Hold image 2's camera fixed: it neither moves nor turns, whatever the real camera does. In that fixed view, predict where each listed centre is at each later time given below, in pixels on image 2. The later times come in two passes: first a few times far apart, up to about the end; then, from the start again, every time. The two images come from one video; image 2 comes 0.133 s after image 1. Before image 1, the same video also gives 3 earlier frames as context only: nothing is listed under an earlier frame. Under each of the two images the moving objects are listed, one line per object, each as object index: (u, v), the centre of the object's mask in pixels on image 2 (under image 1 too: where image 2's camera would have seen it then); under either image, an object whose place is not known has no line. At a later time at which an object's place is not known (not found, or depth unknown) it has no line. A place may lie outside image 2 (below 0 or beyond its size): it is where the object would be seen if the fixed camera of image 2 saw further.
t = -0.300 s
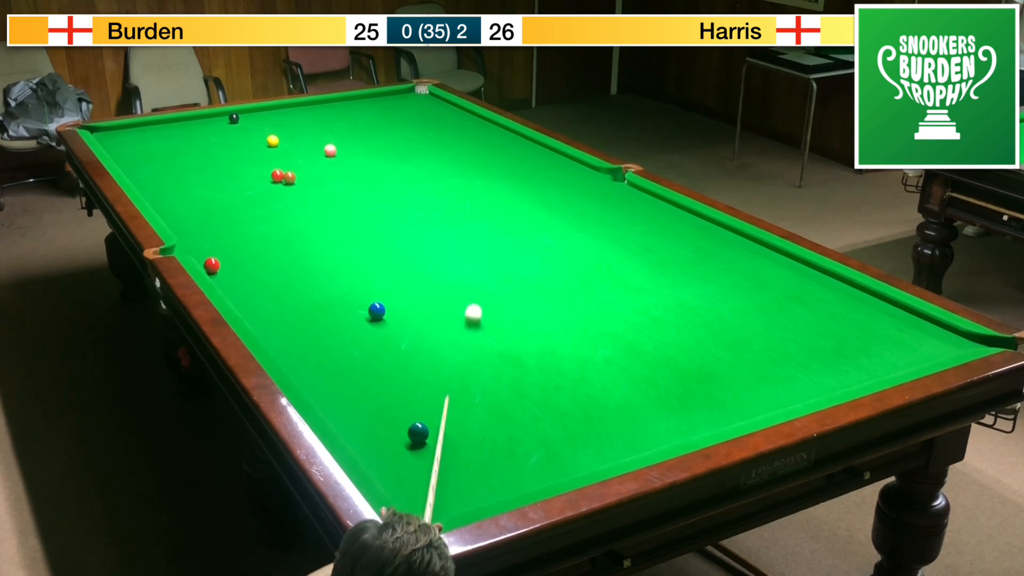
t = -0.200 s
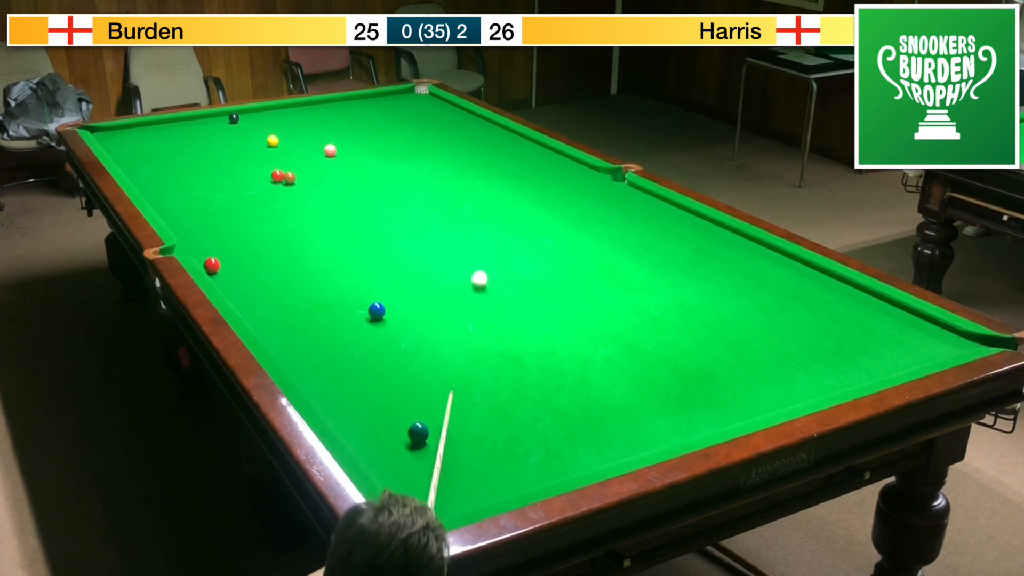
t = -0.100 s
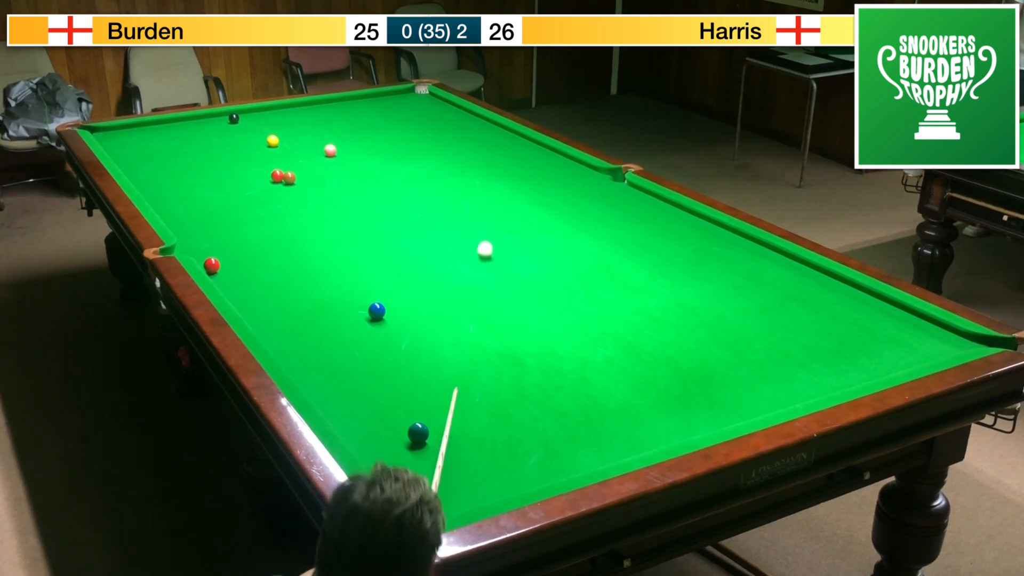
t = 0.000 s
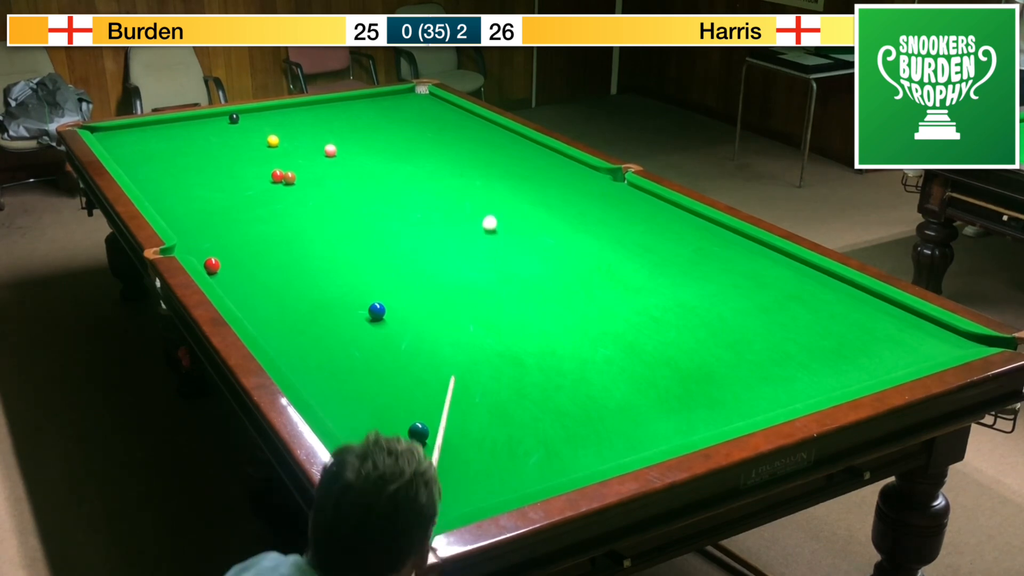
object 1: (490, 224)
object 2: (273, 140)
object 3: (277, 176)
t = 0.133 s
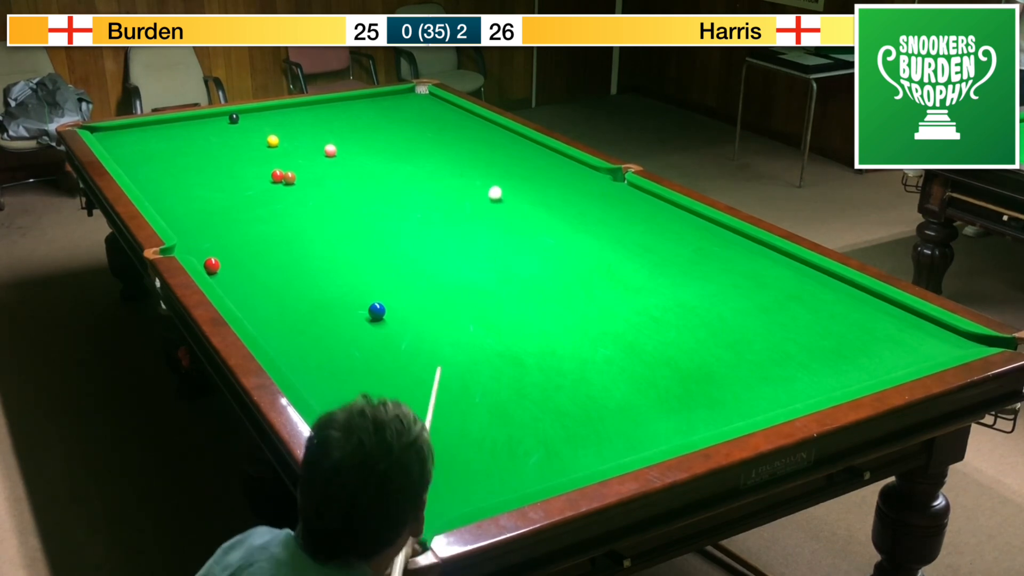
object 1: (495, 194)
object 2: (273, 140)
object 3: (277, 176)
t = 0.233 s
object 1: (499, 174)
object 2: (273, 140)
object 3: (277, 176)
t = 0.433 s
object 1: (504, 140)
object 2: (273, 140)
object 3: (277, 176)
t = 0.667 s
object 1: (451, 120)
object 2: (273, 140)
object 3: (277, 176)
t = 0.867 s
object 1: (392, 109)
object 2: (273, 140)
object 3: (277, 176)
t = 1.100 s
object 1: (335, 100)
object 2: (273, 140)
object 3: (277, 176)
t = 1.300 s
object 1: (318, 116)
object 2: (273, 140)
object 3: (277, 176)
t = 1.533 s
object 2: (273, 140)
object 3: (277, 176)
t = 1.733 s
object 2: (263, 141)
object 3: (277, 176)
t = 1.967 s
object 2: (245, 142)
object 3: (277, 176)
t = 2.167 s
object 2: (231, 143)
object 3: (271, 186)
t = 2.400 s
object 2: (216, 145)
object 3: (262, 200)
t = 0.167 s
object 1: (496, 187)
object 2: (273, 140)
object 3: (277, 176)
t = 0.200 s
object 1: (498, 180)
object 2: (273, 140)
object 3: (277, 176)
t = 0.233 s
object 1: (499, 174)
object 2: (273, 140)
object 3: (277, 176)
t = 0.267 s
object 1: (500, 168)
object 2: (273, 140)
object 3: (277, 176)
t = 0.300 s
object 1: (501, 162)
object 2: (273, 140)
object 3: (277, 176)
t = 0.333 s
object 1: (502, 156)
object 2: (273, 140)
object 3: (277, 176)
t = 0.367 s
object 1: (503, 151)
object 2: (273, 140)
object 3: (277, 176)
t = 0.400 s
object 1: (503, 145)
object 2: (273, 140)
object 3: (277, 176)
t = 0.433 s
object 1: (504, 140)
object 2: (273, 140)
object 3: (277, 176)
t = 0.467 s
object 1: (505, 135)
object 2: (273, 140)
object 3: (277, 176)
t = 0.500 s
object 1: (506, 130)
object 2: (273, 140)
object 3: (277, 176)
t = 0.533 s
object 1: (498, 127)
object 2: (273, 140)
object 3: (277, 176)
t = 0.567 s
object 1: (485, 125)
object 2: (273, 140)
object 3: (277, 176)
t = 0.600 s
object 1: (473, 124)
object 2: (273, 140)
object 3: (277, 176)
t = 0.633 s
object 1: (461, 122)
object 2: (273, 140)
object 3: (277, 176)
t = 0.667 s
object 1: (451, 120)
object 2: (273, 140)
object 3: (277, 176)
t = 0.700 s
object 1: (440, 118)
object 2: (273, 140)
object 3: (277, 176)
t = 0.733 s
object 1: (430, 116)
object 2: (273, 140)
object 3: (277, 176)
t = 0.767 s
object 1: (421, 115)
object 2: (273, 140)
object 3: (277, 176)
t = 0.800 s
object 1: (411, 113)
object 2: (273, 140)
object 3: (277, 176)
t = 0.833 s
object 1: (402, 111)
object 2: (273, 140)
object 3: (277, 176)
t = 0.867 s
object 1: (392, 109)
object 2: (273, 140)
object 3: (277, 176)
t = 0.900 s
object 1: (383, 108)
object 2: (273, 140)
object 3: (277, 176)
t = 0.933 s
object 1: (374, 106)
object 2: (273, 140)
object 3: (277, 176)
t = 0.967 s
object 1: (365, 104)
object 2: (273, 140)
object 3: (277, 176)
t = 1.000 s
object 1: (357, 102)
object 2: (273, 140)
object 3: (277, 176)
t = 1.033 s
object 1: (348, 101)
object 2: (273, 140)
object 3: (277, 176)
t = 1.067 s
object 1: (339, 99)
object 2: (273, 140)
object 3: (277, 176)
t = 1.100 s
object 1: (335, 100)
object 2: (273, 140)
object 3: (277, 176)
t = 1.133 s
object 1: (333, 103)
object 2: (273, 140)
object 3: (277, 176)
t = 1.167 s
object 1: (330, 106)
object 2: (273, 140)
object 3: (277, 176)
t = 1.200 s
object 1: (327, 108)
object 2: (273, 140)
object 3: (277, 176)
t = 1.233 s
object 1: (324, 111)
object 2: (273, 140)
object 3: (277, 176)
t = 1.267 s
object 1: (321, 113)
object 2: (273, 140)
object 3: (277, 176)
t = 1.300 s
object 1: (318, 116)
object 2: (273, 140)
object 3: (277, 176)
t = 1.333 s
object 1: (315, 118)
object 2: (273, 140)
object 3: (277, 176)
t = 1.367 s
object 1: (312, 120)
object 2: (273, 140)
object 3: (277, 176)
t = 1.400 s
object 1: (308, 123)
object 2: (273, 140)
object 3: (277, 176)
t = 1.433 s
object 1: (305, 125)
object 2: (273, 140)
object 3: (277, 176)
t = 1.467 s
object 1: (301, 128)
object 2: (273, 140)
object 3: (277, 176)
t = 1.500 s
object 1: (298, 130)
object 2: (273, 140)
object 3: (277, 176)
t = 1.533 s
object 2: (273, 140)
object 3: (277, 176)
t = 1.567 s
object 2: (273, 140)
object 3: (277, 176)
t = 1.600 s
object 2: (273, 140)
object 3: (277, 176)
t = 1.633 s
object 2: (272, 141)
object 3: (277, 176)
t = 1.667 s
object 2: (268, 141)
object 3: (277, 176)
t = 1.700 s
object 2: (265, 141)
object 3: (277, 176)
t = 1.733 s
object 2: (263, 141)
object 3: (277, 176)
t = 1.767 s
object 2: (260, 141)
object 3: (277, 176)
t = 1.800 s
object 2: (257, 142)
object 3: (277, 176)
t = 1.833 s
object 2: (255, 142)
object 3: (277, 176)
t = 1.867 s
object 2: (253, 142)
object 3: (277, 176)
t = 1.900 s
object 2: (250, 142)
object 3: (277, 176)
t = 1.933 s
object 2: (248, 142)
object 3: (277, 176)
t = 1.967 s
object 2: (245, 142)
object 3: (277, 176)
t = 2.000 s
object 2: (243, 143)
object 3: (277, 176)
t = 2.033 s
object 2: (241, 143)
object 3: (277, 177)
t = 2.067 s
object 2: (238, 143)
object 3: (275, 179)
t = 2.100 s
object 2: (236, 143)
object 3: (274, 182)
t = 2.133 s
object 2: (233, 143)
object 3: (273, 184)
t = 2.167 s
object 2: (231, 143)
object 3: (271, 186)
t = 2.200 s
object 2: (229, 144)
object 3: (270, 189)
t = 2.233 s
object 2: (227, 144)
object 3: (269, 190)
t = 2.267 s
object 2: (225, 144)
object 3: (267, 192)
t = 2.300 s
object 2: (223, 144)
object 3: (266, 194)
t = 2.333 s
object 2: (220, 145)
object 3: (265, 196)
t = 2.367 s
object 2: (218, 145)
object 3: (264, 198)
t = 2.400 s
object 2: (216, 145)
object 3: (262, 200)
